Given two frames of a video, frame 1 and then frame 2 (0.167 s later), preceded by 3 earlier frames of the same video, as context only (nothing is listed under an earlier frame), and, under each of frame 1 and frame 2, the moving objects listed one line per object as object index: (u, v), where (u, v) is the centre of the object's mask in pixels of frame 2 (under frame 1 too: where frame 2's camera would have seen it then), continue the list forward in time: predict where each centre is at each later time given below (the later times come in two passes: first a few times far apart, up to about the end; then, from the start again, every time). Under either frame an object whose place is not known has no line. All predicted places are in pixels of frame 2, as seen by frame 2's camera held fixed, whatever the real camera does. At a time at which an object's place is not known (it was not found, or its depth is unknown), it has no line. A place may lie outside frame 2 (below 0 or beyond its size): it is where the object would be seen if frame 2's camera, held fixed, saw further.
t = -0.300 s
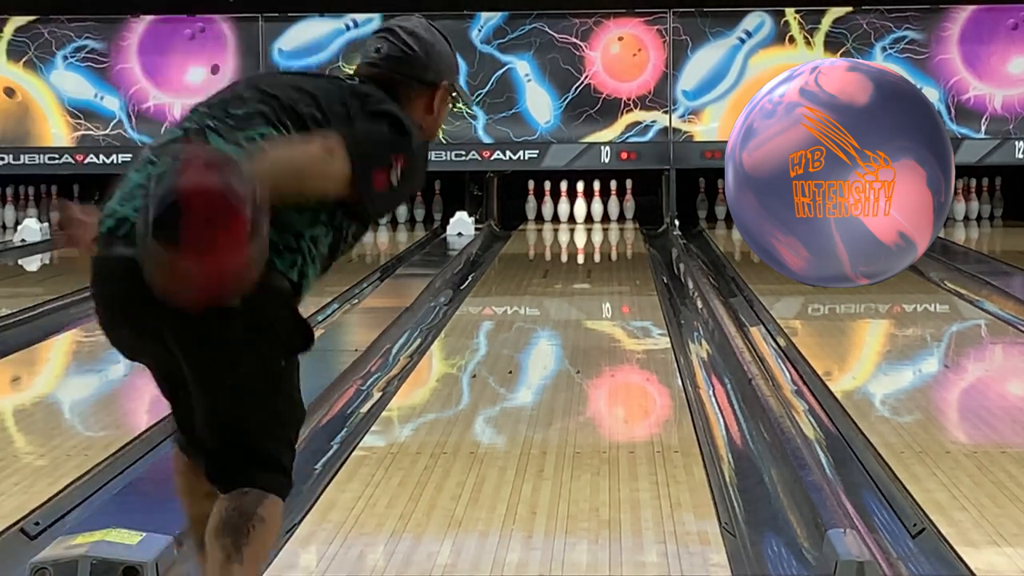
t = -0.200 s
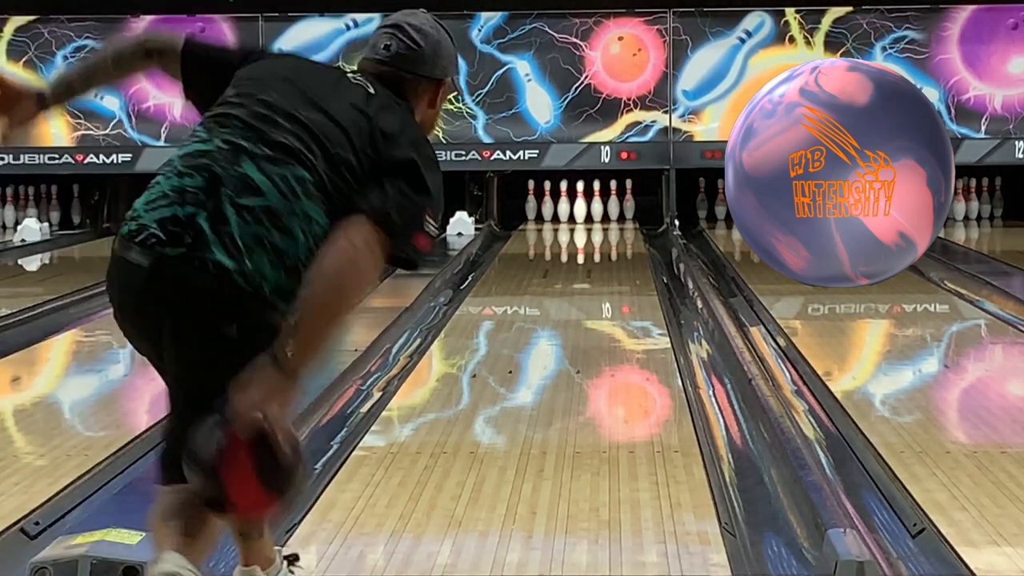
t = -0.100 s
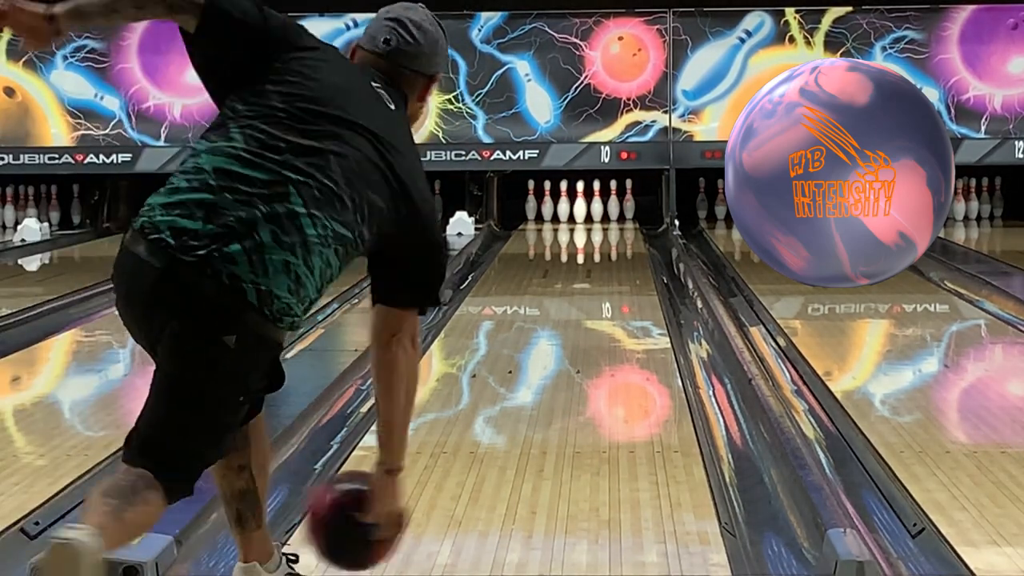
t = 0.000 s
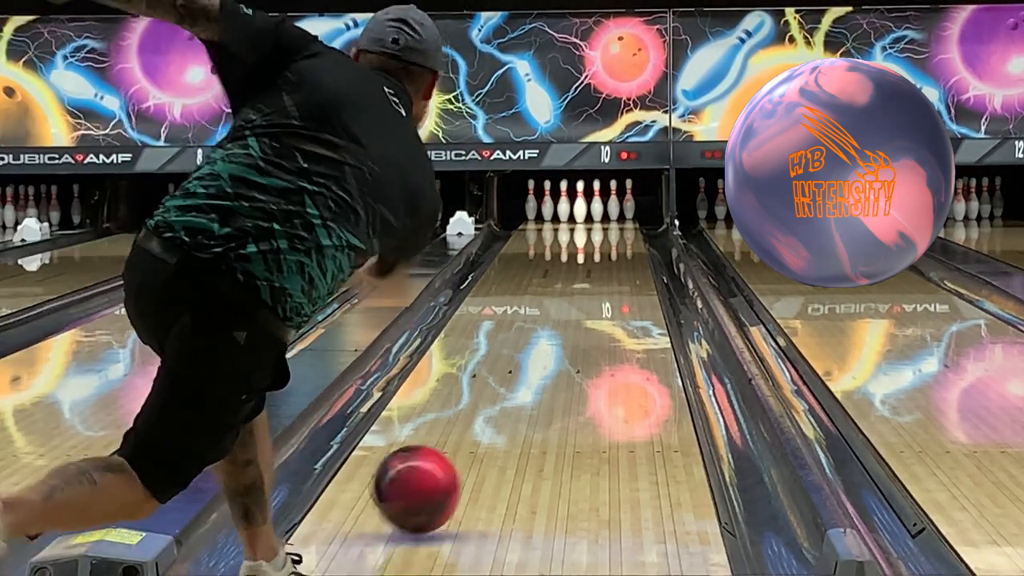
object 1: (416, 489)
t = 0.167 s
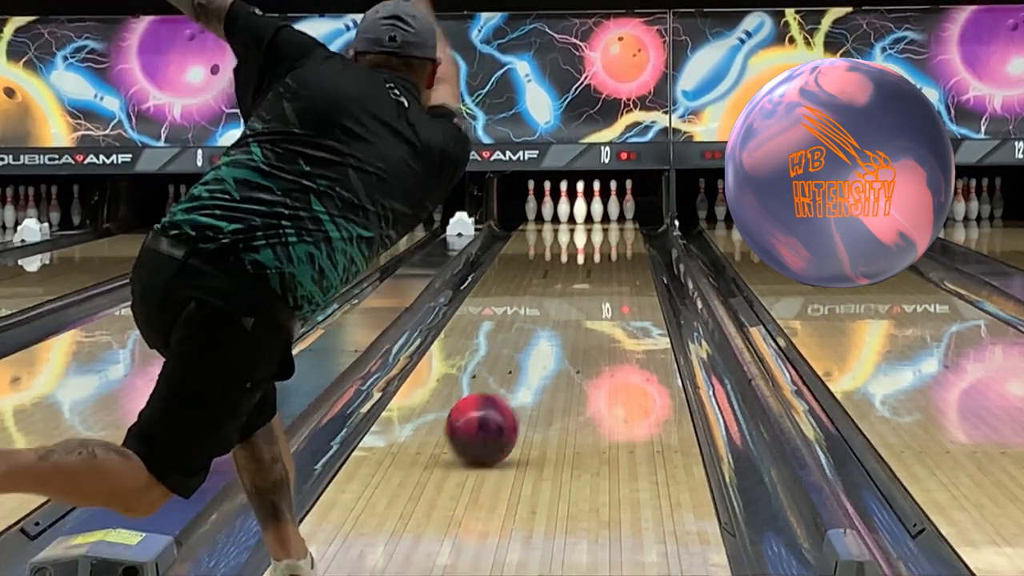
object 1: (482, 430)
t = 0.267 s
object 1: (510, 400)
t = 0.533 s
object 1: (567, 342)
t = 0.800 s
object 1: (602, 304)
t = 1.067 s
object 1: (625, 277)
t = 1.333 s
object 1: (638, 257)
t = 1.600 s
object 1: (643, 241)
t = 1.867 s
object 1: (637, 229)
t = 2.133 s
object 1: (619, 220)
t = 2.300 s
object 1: (604, 215)
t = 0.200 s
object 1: (492, 419)
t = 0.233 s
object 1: (502, 408)
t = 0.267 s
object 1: (510, 400)
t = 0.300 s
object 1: (519, 390)
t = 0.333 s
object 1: (527, 383)
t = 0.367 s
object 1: (535, 375)
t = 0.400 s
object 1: (542, 367)
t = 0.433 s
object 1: (549, 360)
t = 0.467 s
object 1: (555, 354)
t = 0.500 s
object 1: (561, 348)
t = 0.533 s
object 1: (567, 342)
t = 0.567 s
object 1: (572, 336)
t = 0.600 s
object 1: (577, 331)
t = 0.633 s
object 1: (582, 327)
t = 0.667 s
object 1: (586, 321)
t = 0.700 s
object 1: (591, 317)
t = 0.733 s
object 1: (595, 312)
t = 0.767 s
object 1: (599, 308)
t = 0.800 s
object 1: (602, 304)
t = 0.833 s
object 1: (606, 300)
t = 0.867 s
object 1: (609, 296)
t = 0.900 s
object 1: (612, 293)
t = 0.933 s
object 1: (615, 290)
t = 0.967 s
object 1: (618, 286)
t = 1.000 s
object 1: (620, 283)
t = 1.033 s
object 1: (622, 280)
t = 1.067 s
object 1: (625, 277)
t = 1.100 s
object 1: (627, 274)
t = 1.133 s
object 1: (629, 271)
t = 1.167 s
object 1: (631, 268)
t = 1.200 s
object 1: (633, 266)
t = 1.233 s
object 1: (635, 263)
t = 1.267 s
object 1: (636, 260)
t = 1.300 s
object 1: (638, 259)
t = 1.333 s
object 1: (638, 257)
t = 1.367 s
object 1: (639, 254)
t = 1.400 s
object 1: (640, 252)
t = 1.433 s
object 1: (641, 250)
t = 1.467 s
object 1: (641, 248)
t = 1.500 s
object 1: (642, 246)
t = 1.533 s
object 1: (642, 244)
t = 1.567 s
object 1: (643, 243)
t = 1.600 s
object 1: (643, 241)
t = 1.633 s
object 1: (643, 239)
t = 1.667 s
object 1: (643, 237)
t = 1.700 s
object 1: (642, 236)
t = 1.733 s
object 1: (642, 234)
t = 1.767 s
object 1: (640, 233)
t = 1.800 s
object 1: (639, 232)
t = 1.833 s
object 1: (638, 231)
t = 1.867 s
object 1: (637, 229)
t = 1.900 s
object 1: (635, 228)
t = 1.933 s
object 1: (634, 226)
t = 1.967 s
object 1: (632, 225)
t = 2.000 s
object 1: (630, 224)
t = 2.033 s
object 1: (626, 223)
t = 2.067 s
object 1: (625, 222)
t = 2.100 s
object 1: (622, 221)
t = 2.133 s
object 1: (619, 220)
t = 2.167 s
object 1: (616, 219)
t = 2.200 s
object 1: (614, 218)
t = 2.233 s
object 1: (610, 217)
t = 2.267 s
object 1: (608, 216)
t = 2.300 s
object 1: (604, 215)
